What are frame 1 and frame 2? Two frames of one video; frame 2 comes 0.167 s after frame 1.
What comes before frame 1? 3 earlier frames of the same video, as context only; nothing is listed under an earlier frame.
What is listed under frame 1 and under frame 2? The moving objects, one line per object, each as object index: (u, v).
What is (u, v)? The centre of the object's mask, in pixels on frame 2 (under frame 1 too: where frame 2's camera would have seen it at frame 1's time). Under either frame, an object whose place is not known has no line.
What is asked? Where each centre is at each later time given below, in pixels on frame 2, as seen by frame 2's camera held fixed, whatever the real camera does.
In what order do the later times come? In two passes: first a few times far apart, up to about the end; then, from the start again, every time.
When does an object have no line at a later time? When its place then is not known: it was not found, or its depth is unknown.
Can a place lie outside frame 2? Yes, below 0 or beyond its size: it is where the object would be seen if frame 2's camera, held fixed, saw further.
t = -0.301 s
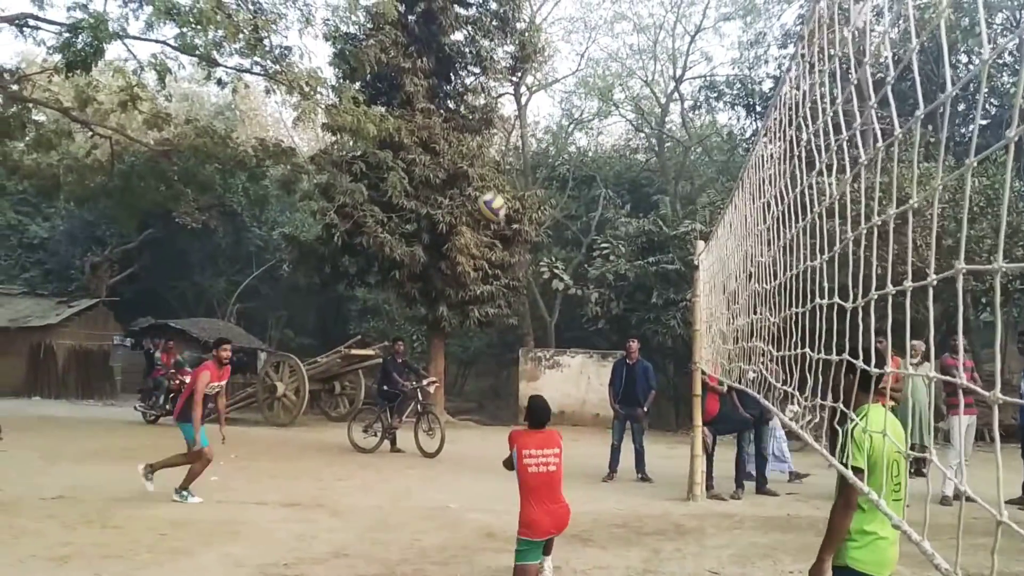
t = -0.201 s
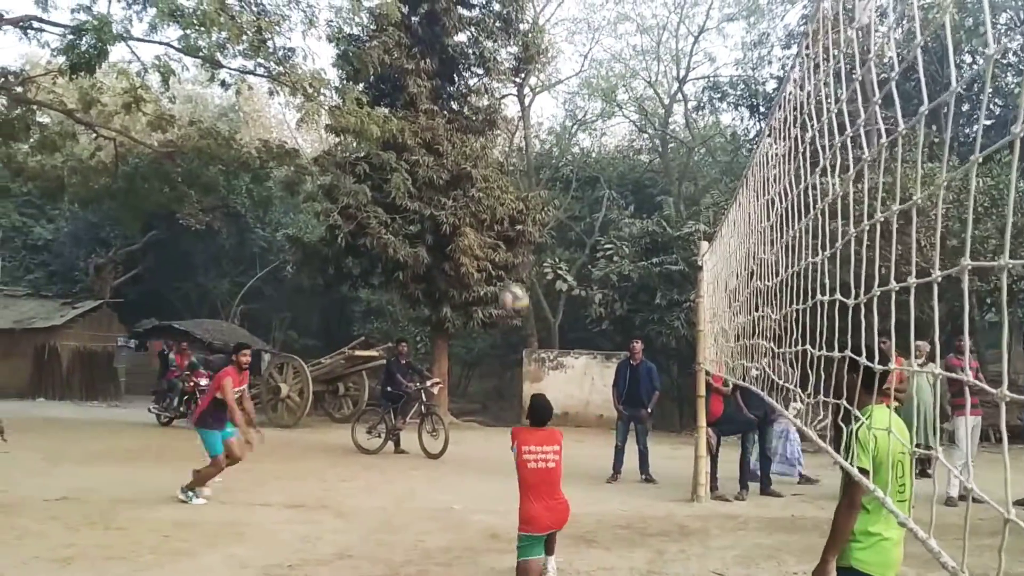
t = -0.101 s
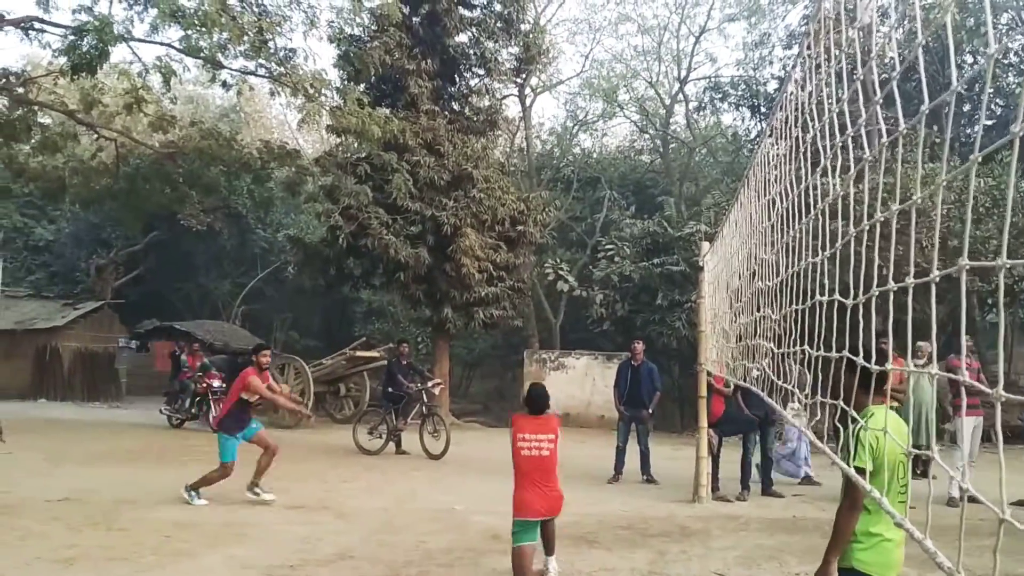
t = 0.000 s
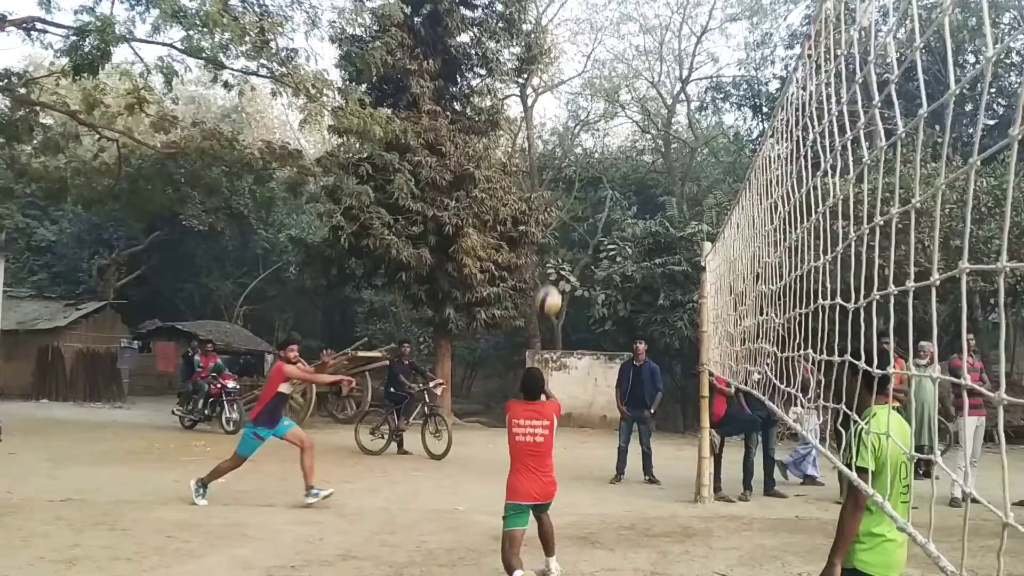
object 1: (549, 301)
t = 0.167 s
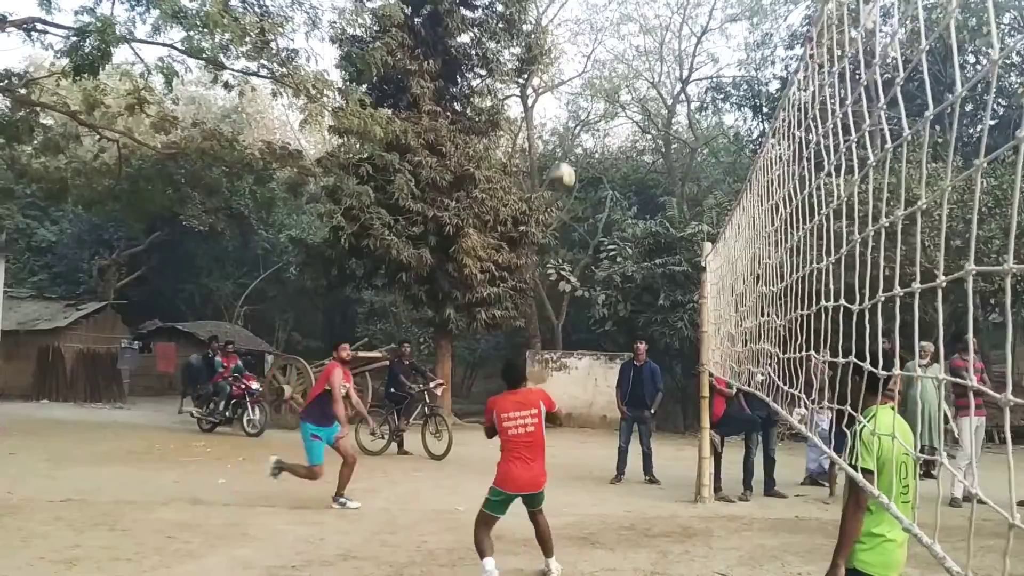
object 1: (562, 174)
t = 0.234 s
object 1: (566, 140)
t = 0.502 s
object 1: (583, 55)
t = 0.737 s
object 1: (596, 52)
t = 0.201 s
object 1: (559, 158)
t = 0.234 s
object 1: (566, 140)
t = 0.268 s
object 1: (568, 125)
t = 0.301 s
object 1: (568, 111)
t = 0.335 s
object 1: (572, 98)
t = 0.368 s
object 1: (575, 86)
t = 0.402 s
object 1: (576, 76)
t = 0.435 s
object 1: (578, 67)
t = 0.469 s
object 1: (580, 61)
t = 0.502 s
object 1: (583, 55)
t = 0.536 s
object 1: (584, 51)
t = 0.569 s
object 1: (586, 47)
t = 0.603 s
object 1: (588, 46)
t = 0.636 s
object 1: (590, 45)
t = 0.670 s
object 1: (592, 46)
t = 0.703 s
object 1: (593, 49)
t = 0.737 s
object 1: (596, 52)
